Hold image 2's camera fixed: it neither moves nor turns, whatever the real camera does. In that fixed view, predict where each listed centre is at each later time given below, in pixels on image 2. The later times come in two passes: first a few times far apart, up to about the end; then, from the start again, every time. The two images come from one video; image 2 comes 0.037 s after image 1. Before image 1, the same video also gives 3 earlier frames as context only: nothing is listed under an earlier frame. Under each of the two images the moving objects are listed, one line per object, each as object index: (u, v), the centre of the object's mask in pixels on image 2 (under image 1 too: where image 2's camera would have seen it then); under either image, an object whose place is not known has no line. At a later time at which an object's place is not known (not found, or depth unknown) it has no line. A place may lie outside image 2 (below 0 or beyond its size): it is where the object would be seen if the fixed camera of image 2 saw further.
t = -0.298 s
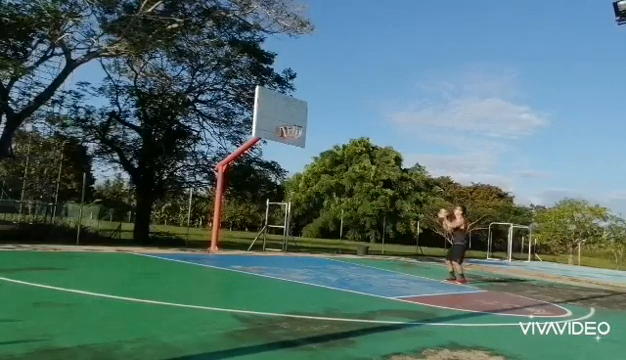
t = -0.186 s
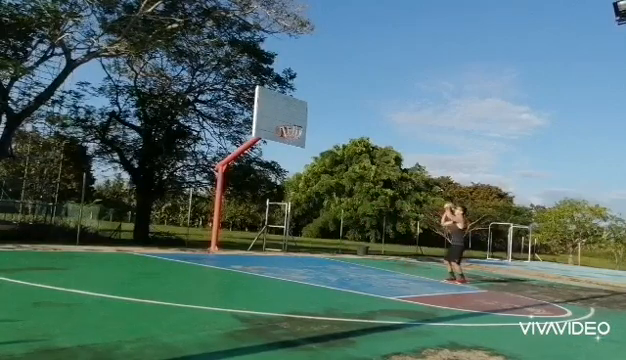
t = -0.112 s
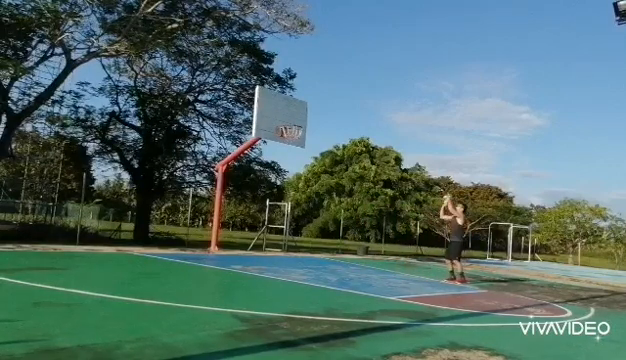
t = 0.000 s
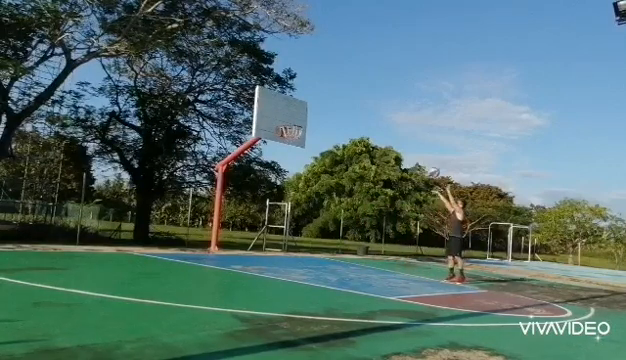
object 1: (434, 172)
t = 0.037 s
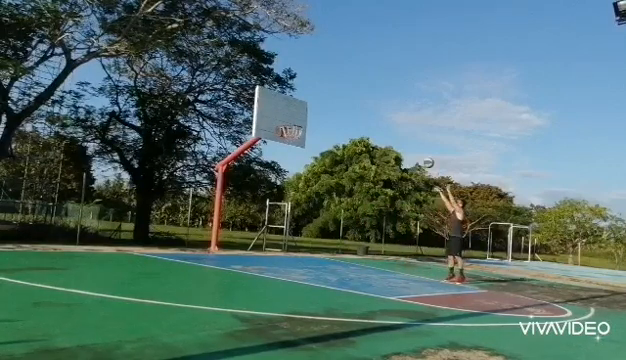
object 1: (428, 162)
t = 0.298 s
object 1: (390, 115)
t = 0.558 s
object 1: (353, 96)
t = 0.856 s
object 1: (310, 108)
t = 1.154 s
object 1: (288, 126)
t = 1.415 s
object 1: (297, 130)
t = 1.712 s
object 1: (301, 153)
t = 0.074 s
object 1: (423, 154)
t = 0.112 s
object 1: (417, 146)
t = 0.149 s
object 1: (412, 138)
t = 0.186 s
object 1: (406, 132)
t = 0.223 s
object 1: (401, 126)
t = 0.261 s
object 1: (396, 120)
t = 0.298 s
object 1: (390, 115)
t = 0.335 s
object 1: (385, 110)
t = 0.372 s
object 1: (380, 107)
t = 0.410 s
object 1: (374, 104)
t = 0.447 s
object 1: (369, 101)
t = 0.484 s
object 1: (363, 99)
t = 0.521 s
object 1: (358, 97)
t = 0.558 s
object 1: (353, 96)
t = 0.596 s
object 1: (347, 96)
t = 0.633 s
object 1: (342, 96)
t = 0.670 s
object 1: (336, 97)
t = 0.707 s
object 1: (332, 98)
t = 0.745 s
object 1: (326, 100)
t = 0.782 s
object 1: (320, 102)
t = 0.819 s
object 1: (315, 105)
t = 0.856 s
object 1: (310, 108)
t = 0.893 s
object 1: (304, 112)
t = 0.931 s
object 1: (298, 116)
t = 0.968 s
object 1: (292, 120)
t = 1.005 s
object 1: (287, 123)
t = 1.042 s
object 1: (293, 124)
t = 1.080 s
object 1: (295, 124)
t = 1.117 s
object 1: (291, 125)
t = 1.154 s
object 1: (288, 126)
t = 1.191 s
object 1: (289, 127)
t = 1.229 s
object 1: (290, 131)
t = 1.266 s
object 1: (291, 132)
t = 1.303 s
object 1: (292, 132)
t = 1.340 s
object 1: (294, 131)
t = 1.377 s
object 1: (295, 131)
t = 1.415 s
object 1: (297, 130)
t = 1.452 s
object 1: (298, 131)
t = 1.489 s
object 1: (298, 132)
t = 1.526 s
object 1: (298, 135)
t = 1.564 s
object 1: (299, 136)
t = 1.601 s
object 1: (300, 140)
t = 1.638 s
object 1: (300, 144)
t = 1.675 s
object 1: (301, 149)
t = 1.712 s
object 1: (301, 153)
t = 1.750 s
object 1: (302, 159)
